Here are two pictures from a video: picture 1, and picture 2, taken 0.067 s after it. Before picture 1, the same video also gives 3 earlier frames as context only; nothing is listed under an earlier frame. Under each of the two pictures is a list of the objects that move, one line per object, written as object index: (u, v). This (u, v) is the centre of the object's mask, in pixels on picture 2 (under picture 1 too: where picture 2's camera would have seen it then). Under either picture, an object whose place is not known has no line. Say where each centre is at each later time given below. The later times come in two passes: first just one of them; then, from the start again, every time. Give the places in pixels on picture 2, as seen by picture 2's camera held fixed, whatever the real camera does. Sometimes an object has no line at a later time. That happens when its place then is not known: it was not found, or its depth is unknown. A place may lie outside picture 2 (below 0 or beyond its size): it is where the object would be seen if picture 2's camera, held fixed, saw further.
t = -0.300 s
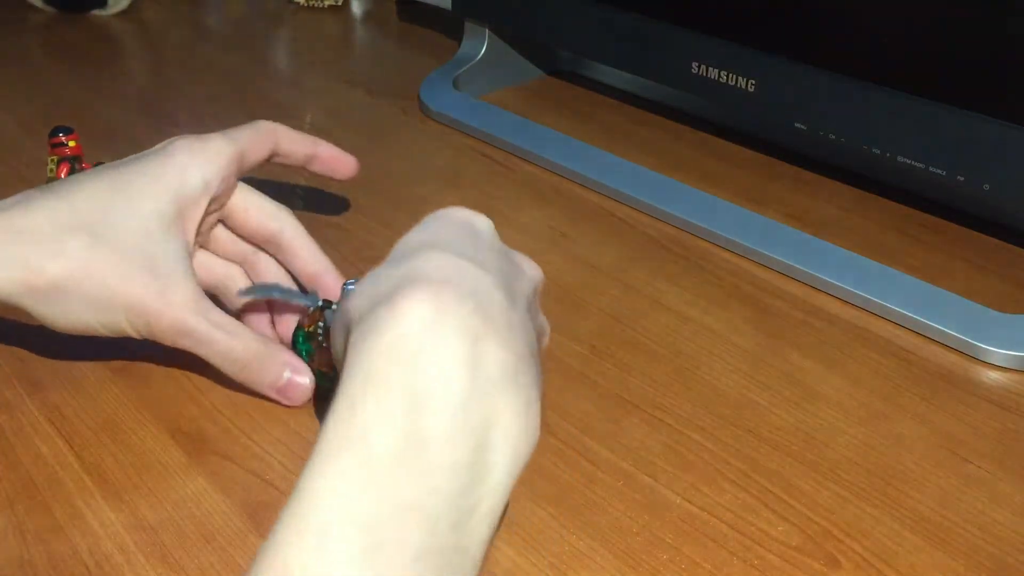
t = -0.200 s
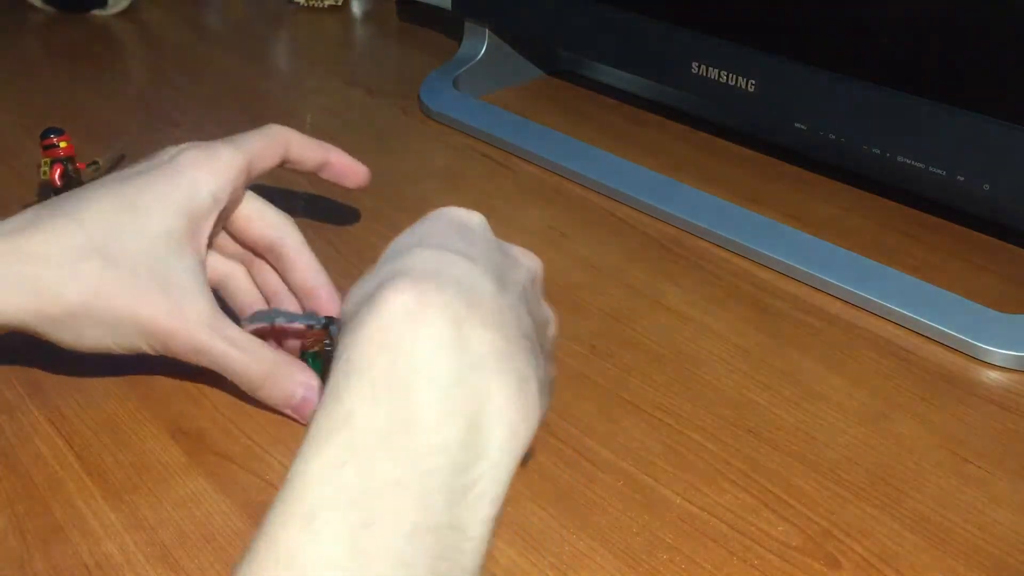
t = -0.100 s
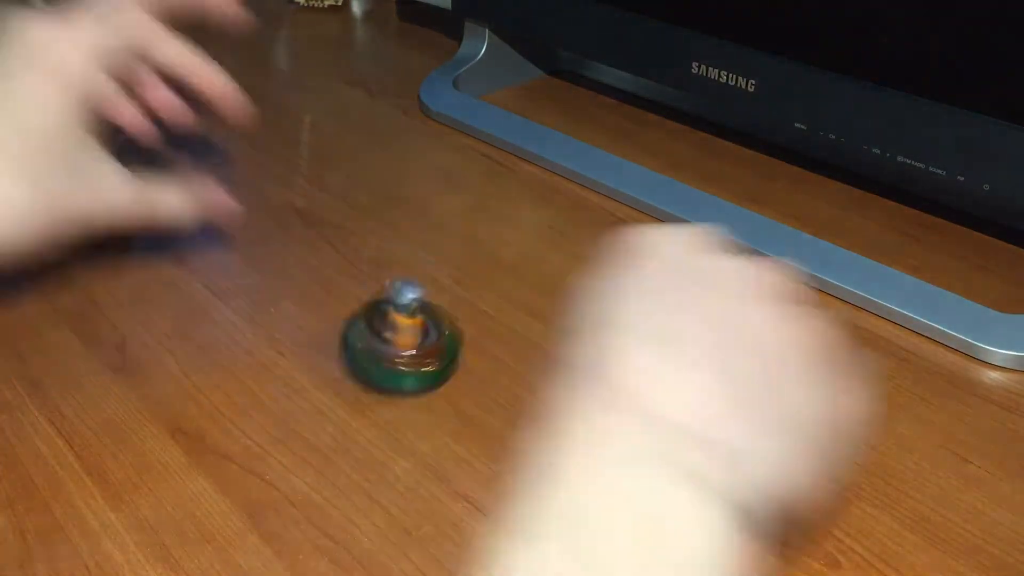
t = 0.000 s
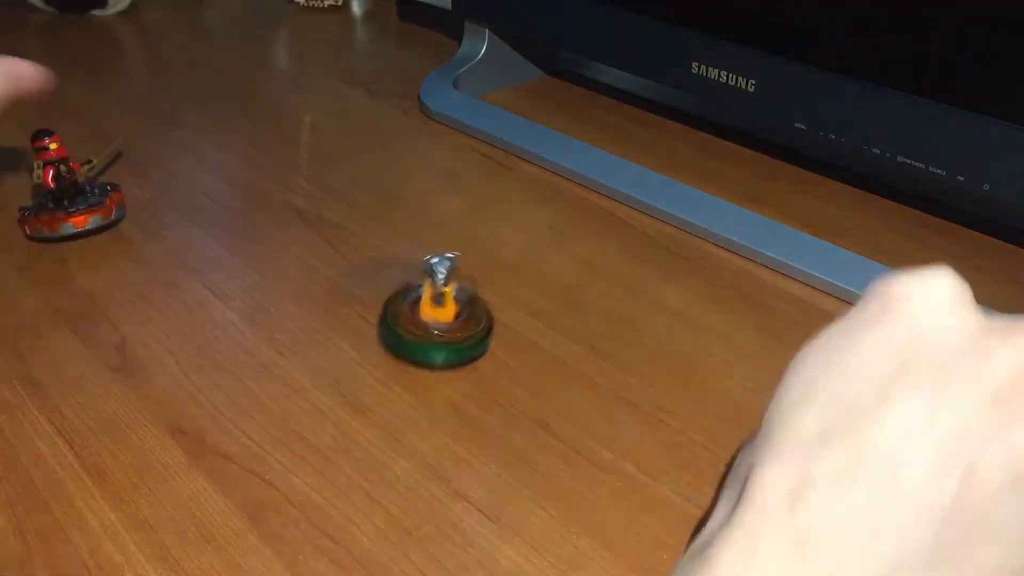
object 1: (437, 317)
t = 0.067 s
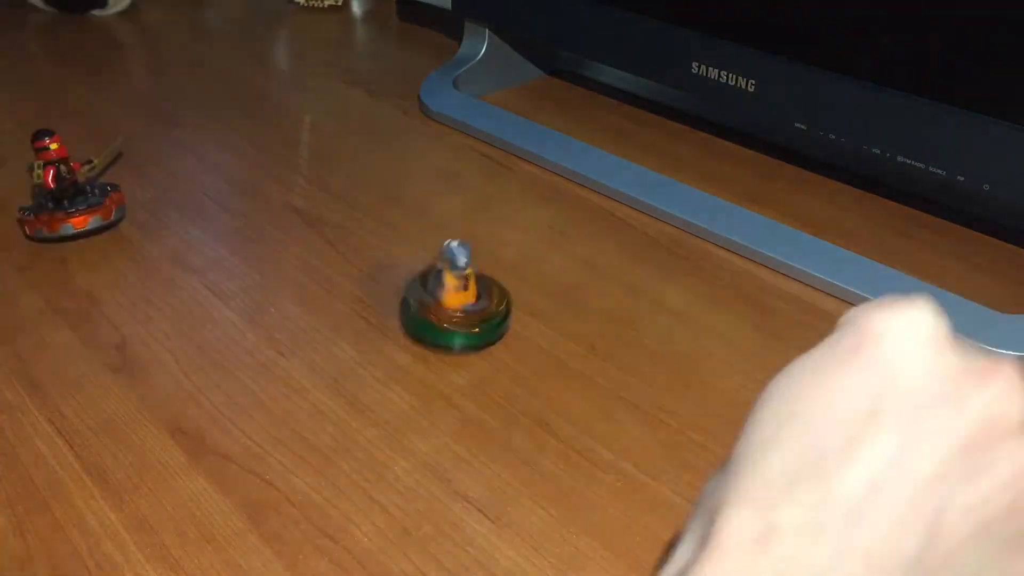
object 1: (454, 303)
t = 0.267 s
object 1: (501, 260)
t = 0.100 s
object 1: (466, 295)
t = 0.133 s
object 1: (472, 289)
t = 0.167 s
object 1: (481, 280)
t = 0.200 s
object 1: (487, 275)
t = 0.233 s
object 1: (494, 266)
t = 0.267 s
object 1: (501, 260)
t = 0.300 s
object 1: (505, 253)
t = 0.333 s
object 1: (512, 245)
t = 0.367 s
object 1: (515, 239)
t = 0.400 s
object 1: (521, 230)
